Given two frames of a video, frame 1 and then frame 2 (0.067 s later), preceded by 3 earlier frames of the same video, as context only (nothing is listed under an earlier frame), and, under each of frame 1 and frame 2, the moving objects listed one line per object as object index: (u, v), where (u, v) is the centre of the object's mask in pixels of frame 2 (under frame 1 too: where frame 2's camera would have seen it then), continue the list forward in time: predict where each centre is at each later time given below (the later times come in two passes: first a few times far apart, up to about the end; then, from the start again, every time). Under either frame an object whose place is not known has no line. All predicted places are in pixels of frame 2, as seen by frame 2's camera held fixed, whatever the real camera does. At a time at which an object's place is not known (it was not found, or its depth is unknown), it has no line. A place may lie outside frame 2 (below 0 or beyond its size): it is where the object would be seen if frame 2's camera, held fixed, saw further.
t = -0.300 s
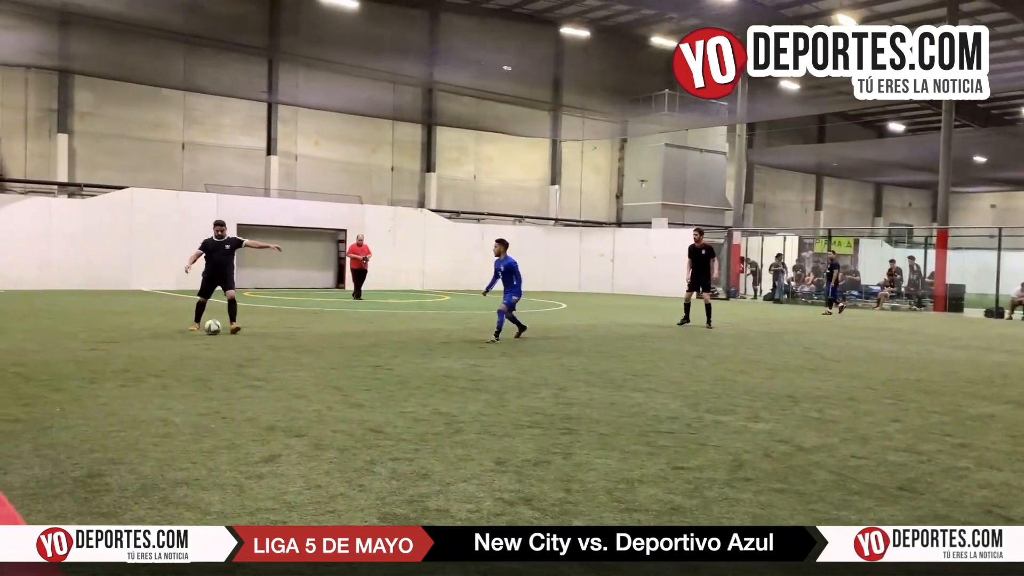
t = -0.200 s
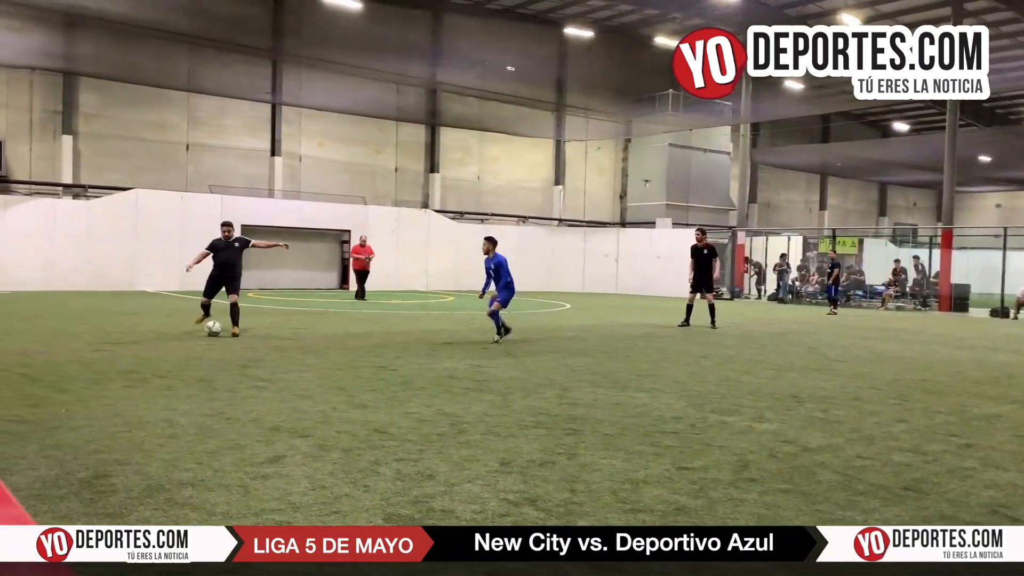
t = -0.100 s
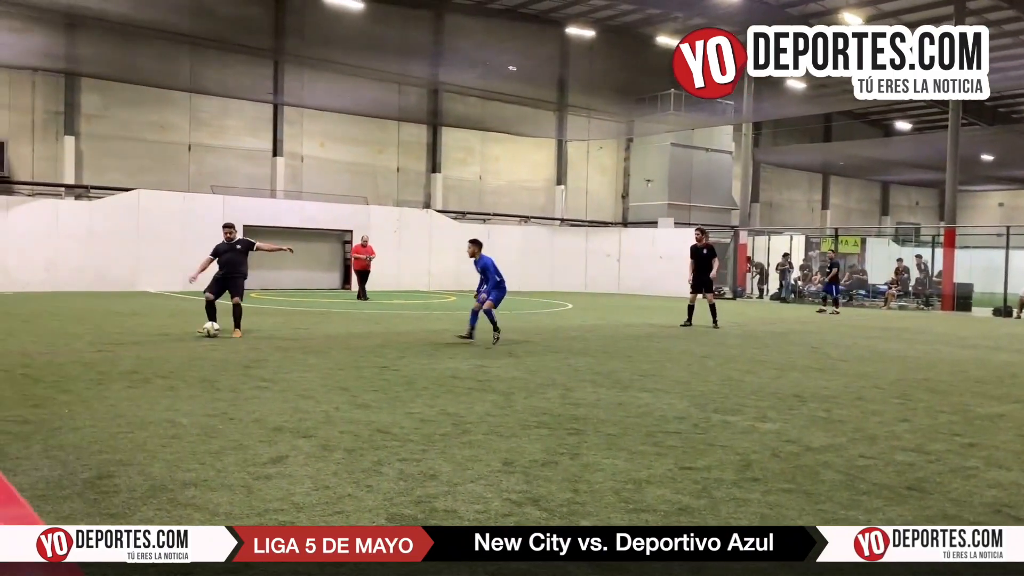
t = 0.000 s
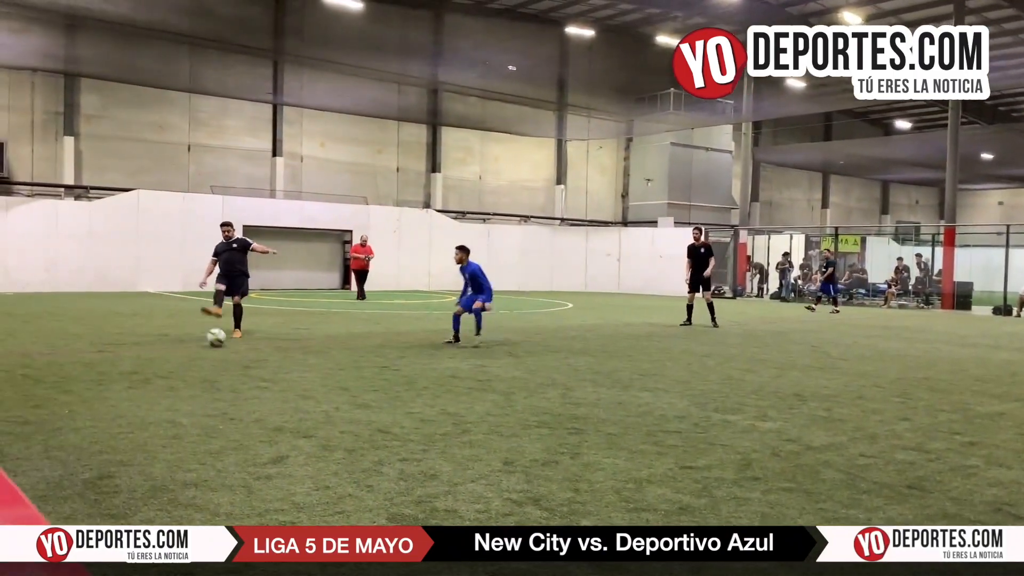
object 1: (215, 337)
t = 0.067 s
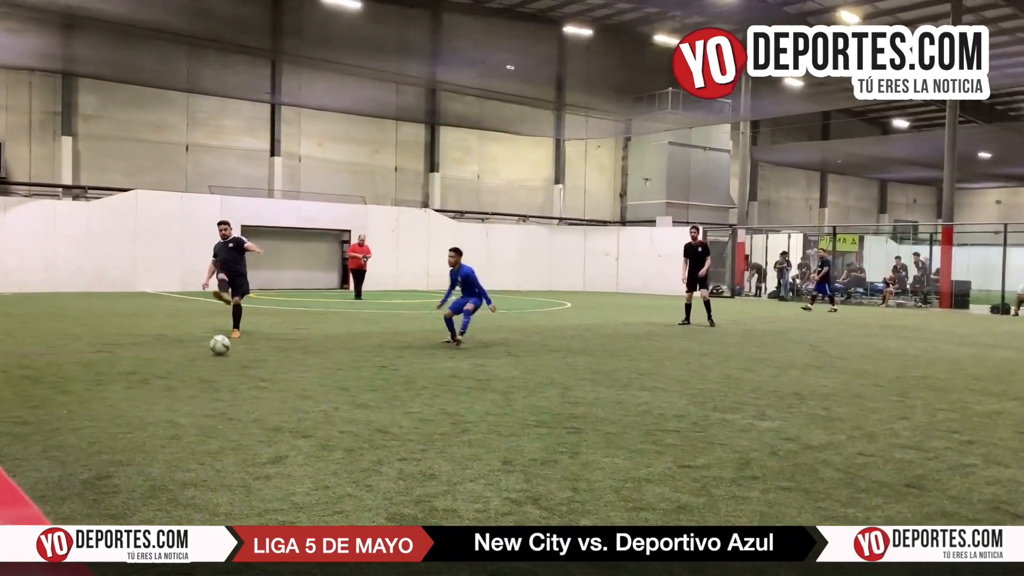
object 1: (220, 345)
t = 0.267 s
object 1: (241, 374)
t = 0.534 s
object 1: (293, 437)
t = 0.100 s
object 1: (223, 349)
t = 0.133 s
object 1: (226, 353)
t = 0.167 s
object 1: (229, 359)
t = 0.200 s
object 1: (232, 365)
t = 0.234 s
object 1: (237, 369)
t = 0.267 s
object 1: (241, 374)
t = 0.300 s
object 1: (245, 382)
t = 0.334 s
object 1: (250, 388)
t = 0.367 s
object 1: (255, 395)
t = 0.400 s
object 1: (261, 404)
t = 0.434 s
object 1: (268, 410)
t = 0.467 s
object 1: (275, 417)
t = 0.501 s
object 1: (284, 425)
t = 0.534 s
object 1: (293, 437)
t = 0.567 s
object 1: (303, 452)
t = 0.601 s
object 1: (314, 463)
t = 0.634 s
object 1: (328, 475)
